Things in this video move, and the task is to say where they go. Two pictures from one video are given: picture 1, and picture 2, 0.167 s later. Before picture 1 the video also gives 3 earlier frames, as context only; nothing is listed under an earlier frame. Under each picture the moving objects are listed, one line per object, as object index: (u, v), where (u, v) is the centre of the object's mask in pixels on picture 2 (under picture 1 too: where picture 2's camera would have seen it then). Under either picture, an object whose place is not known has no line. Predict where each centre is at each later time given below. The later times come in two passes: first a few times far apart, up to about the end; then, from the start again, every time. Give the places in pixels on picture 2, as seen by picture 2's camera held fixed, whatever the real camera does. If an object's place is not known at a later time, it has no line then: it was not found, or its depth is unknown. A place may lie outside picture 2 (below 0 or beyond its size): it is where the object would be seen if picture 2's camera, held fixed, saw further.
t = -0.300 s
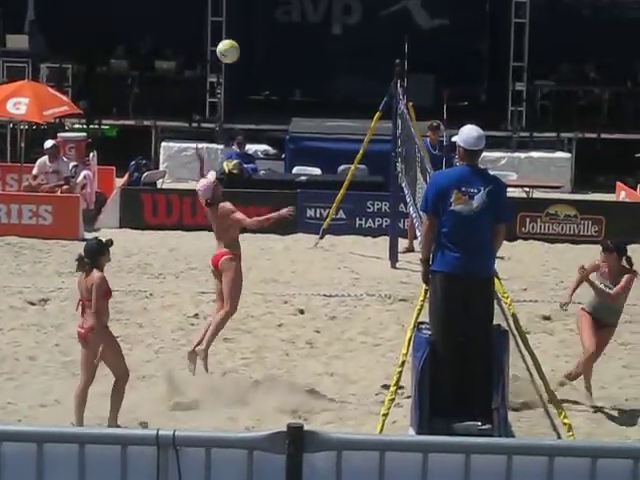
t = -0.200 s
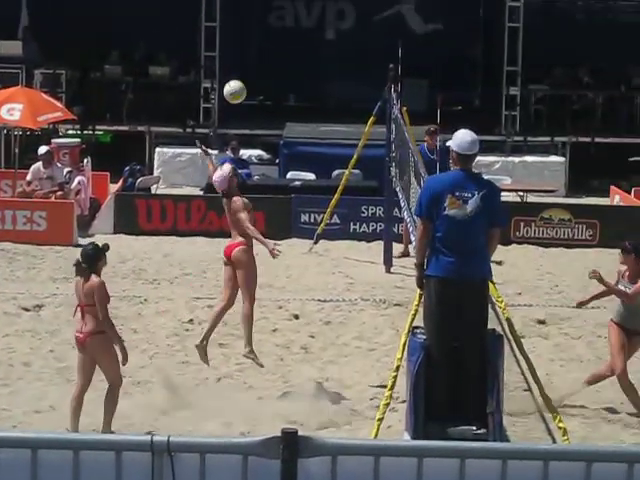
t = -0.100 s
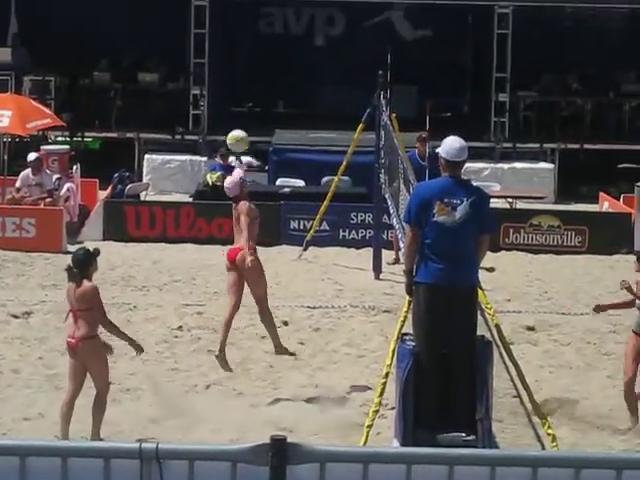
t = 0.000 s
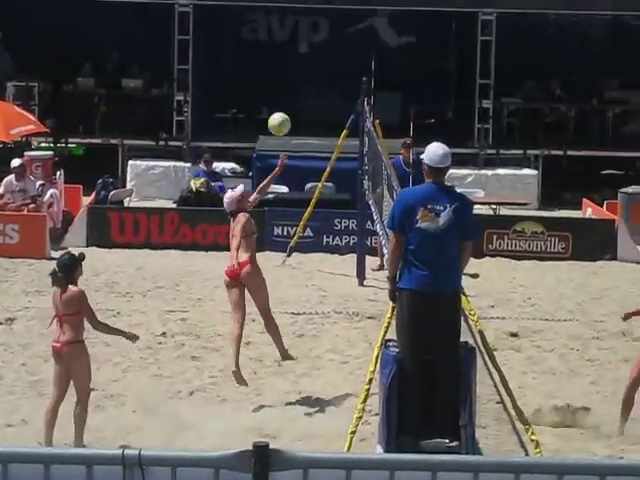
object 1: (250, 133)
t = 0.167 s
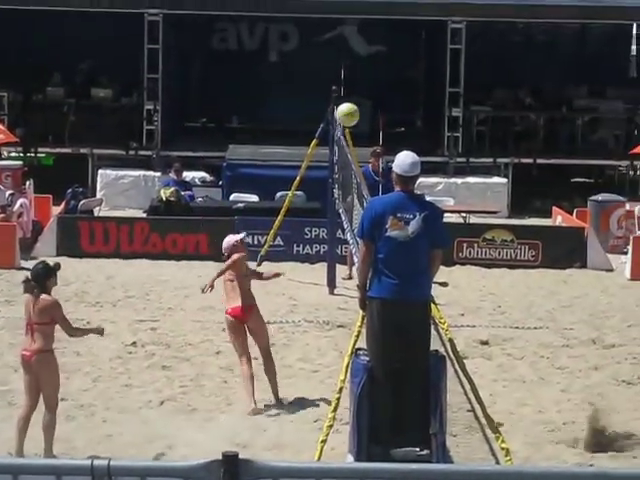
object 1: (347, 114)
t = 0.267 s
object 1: (407, 117)
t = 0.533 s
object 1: (567, 177)
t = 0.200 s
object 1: (367, 114)
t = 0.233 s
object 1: (387, 115)
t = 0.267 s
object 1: (407, 117)
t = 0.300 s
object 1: (426, 120)
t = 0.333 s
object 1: (446, 125)
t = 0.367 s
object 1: (466, 131)
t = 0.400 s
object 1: (485, 138)
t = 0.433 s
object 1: (506, 146)
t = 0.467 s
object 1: (526, 155)
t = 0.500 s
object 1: (547, 166)
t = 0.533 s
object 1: (567, 177)
